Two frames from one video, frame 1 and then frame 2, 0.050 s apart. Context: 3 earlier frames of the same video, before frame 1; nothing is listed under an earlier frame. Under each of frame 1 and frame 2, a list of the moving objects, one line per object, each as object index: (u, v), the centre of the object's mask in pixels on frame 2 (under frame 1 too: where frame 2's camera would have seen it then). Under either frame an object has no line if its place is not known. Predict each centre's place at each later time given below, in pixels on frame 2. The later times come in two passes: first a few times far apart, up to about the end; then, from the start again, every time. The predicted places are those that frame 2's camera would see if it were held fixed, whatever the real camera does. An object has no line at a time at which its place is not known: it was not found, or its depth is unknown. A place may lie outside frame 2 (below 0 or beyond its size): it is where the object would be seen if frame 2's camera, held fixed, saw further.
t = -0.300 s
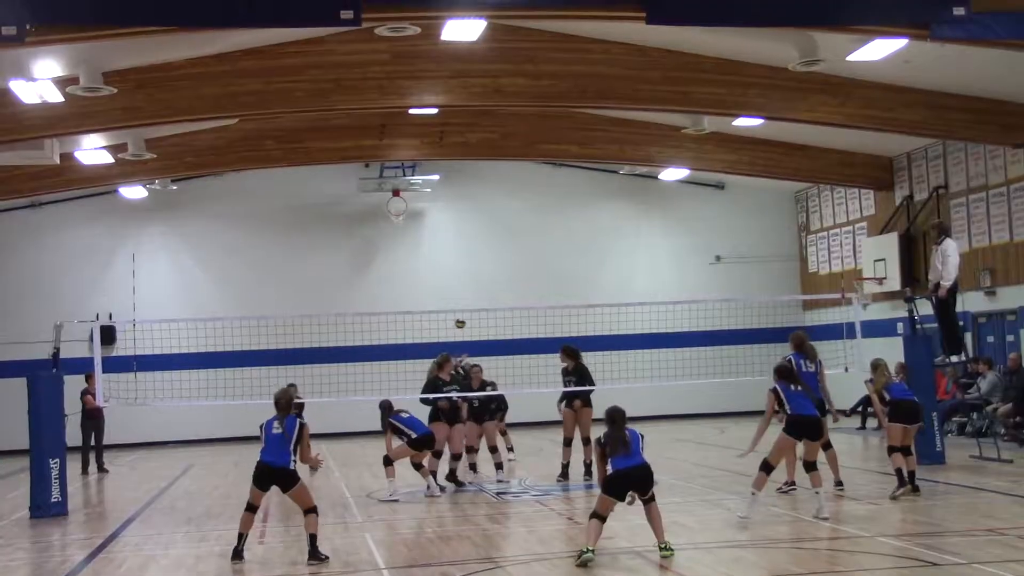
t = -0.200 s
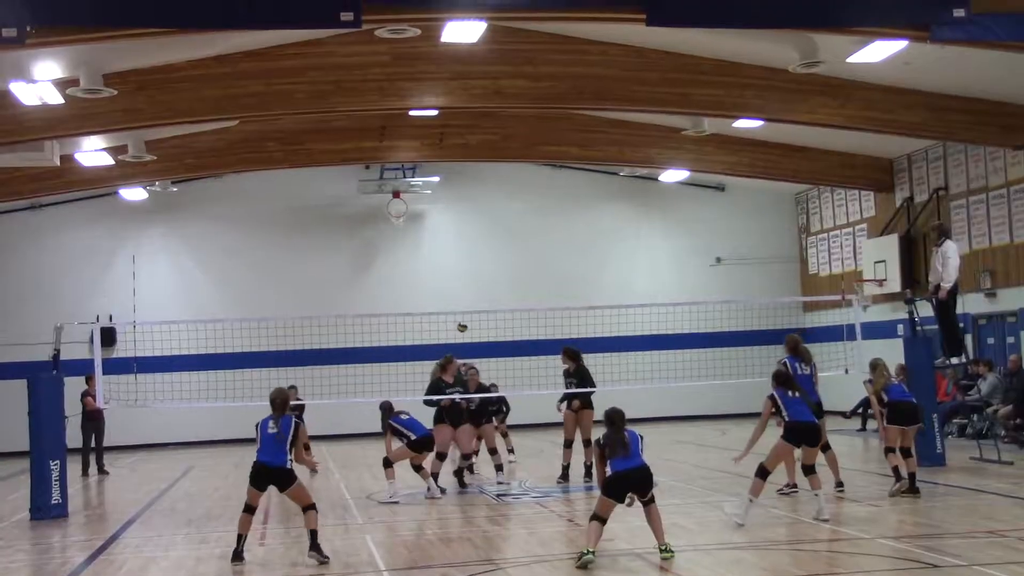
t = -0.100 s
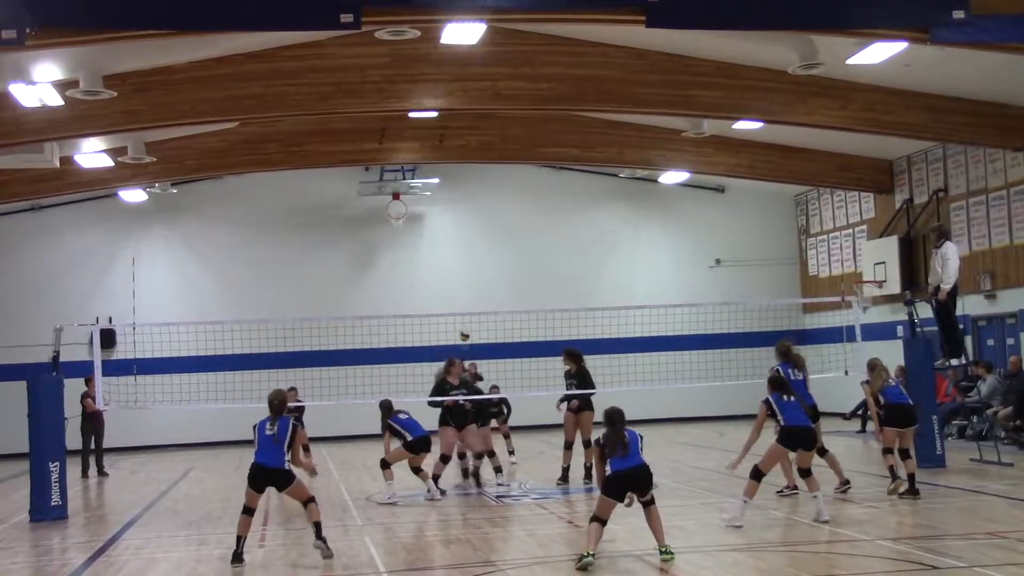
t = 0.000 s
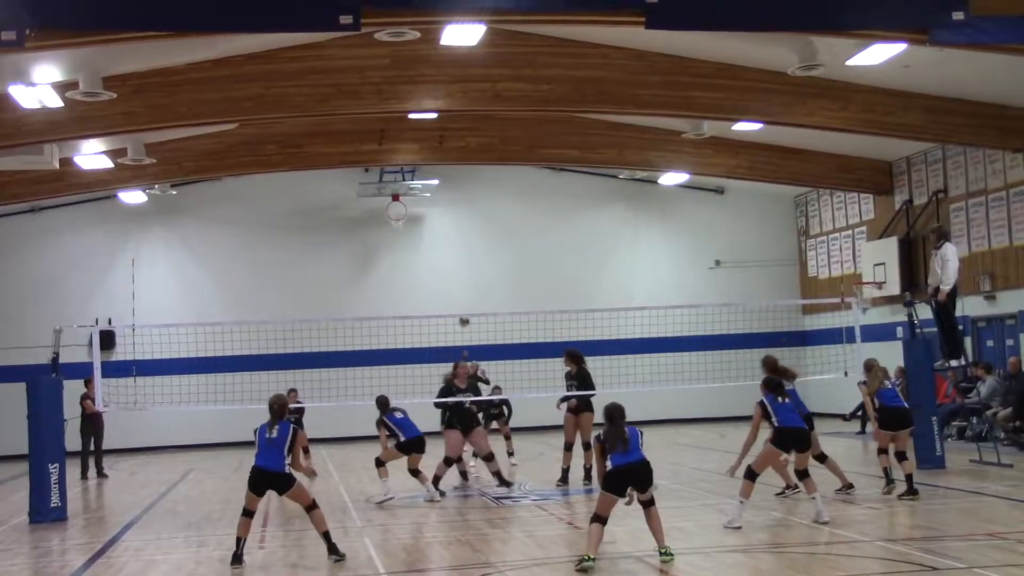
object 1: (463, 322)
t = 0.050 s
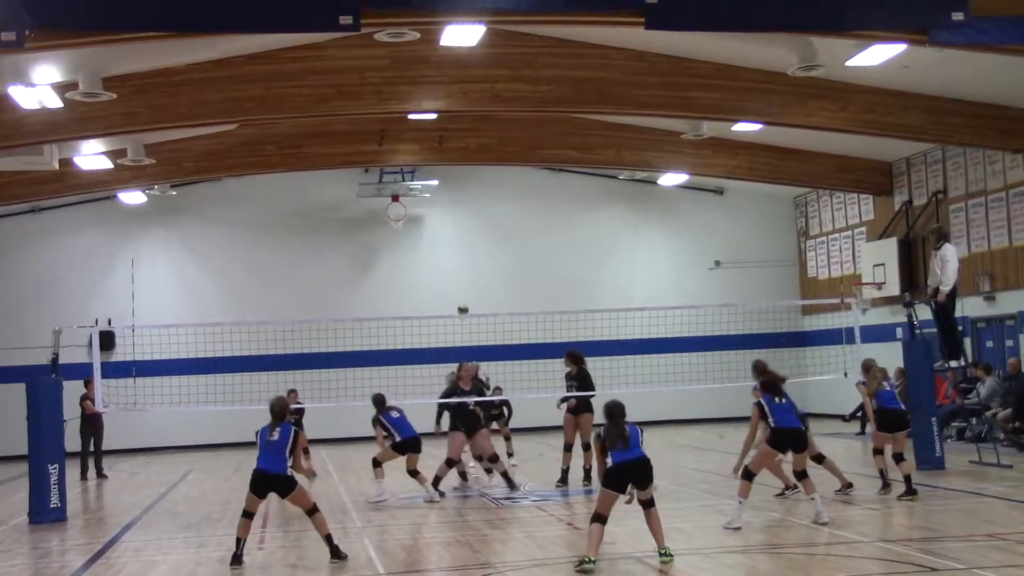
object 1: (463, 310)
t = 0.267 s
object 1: (457, 269)
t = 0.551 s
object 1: (443, 256)
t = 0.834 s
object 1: (436, 312)
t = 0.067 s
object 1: (462, 306)
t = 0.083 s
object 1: (462, 302)
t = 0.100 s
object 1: (462, 299)
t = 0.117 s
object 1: (461, 295)
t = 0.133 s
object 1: (461, 292)
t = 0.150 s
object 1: (461, 289)
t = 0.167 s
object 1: (459, 285)
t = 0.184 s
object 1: (460, 283)
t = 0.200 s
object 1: (459, 280)
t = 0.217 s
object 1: (458, 277)
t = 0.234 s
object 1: (458, 275)
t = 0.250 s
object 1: (457, 272)
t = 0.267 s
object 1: (457, 269)
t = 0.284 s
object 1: (456, 267)
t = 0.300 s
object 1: (455, 266)
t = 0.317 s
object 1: (454, 264)
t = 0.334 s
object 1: (454, 262)
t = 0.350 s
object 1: (453, 260)
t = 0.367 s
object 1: (452, 259)
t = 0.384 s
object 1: (451, 258)
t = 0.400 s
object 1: (451, 257)
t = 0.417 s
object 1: (450, 256)
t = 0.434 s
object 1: (449, 255)
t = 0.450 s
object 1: (448, 255)
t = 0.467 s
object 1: (447, 254)
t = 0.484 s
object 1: (446, 254)
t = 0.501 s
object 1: (445, 254)
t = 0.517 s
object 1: (445, 255)
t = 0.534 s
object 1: (444, 256)
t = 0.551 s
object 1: (443, 256)
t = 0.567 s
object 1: (442, 257)
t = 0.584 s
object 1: (442, 259)
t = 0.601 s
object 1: (441, 261)
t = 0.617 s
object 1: (441, 262)
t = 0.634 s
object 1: (440, 264)
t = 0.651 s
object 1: (439, 267)
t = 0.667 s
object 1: (439, 270)
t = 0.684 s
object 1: (438, 272)
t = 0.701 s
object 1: (438, 276)
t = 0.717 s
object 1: (437, 279)
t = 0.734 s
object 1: (437, 283)
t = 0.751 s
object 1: (437, 287)
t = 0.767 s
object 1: (436, 292)
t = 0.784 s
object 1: (436, 296)
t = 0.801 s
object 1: (436, 301)
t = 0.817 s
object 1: (435, 307)
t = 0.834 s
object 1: (436, 312)
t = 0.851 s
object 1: (435, 318)
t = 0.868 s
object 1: (435, 325)
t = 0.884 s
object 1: (435, 331)
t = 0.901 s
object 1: (435, 339)
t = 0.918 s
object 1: (436, 347)
